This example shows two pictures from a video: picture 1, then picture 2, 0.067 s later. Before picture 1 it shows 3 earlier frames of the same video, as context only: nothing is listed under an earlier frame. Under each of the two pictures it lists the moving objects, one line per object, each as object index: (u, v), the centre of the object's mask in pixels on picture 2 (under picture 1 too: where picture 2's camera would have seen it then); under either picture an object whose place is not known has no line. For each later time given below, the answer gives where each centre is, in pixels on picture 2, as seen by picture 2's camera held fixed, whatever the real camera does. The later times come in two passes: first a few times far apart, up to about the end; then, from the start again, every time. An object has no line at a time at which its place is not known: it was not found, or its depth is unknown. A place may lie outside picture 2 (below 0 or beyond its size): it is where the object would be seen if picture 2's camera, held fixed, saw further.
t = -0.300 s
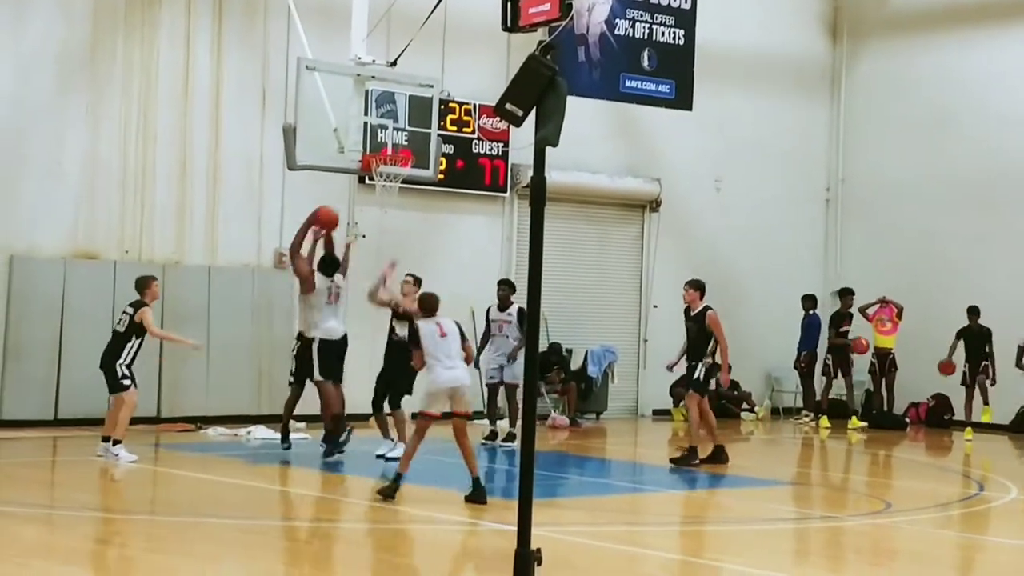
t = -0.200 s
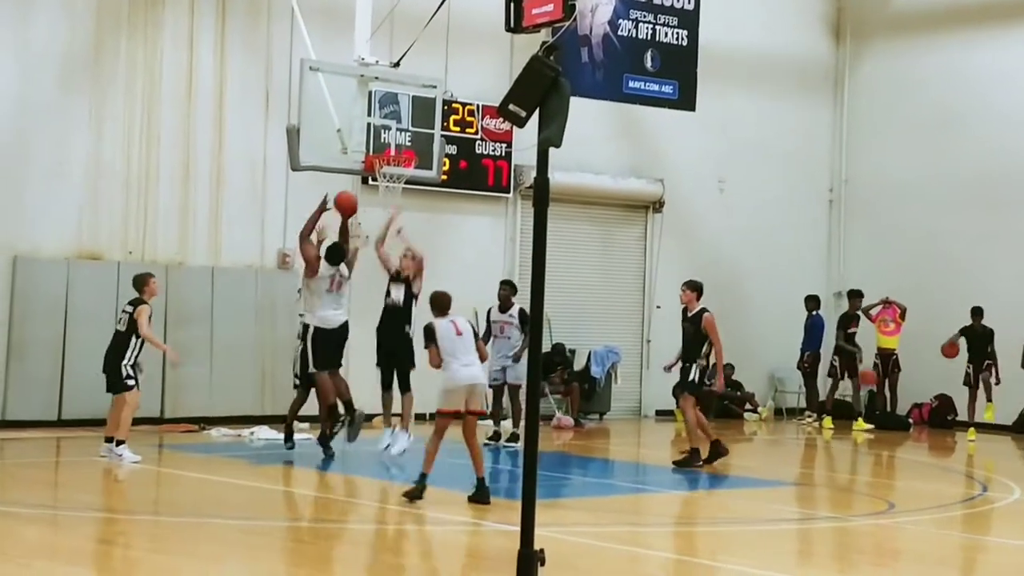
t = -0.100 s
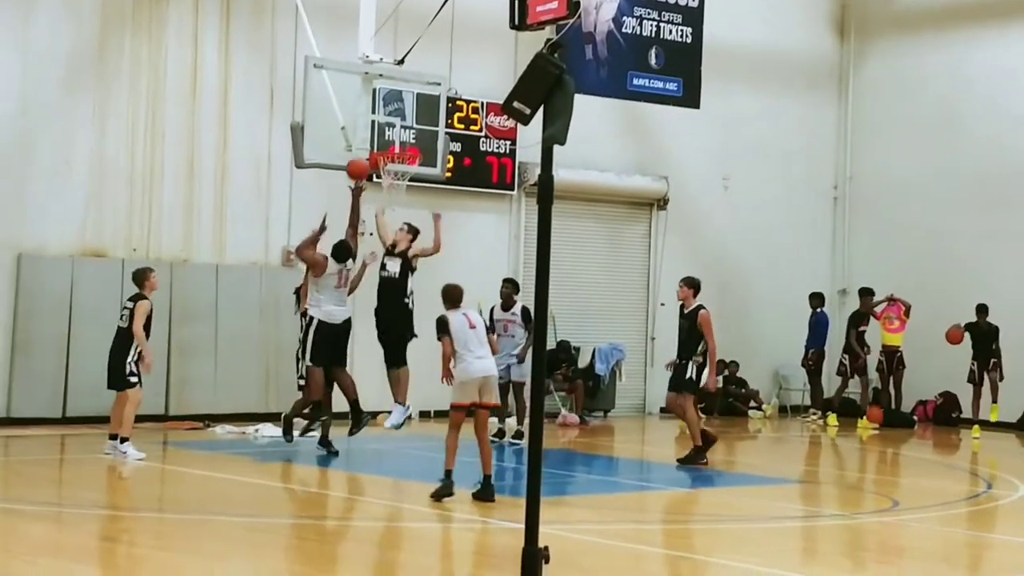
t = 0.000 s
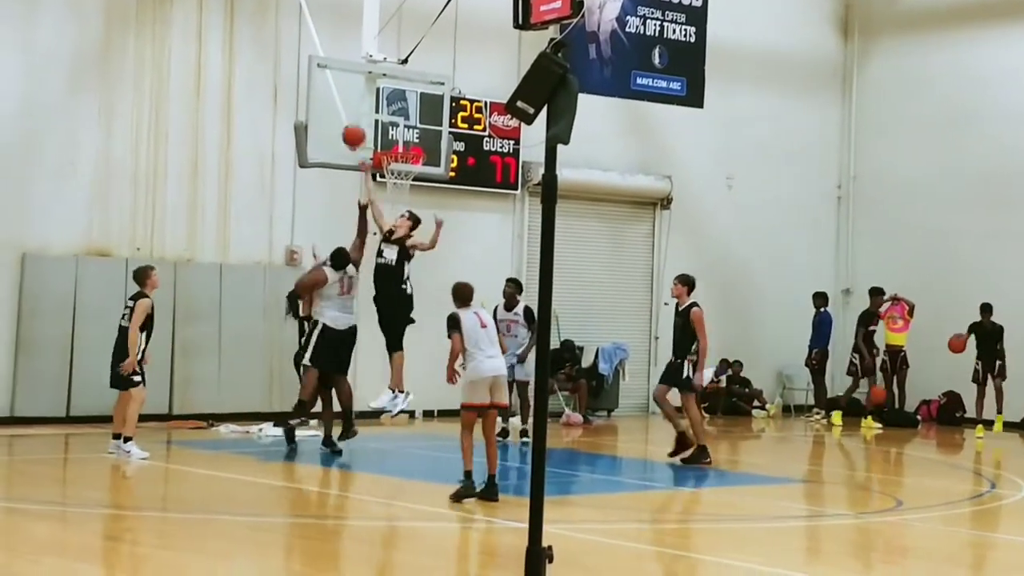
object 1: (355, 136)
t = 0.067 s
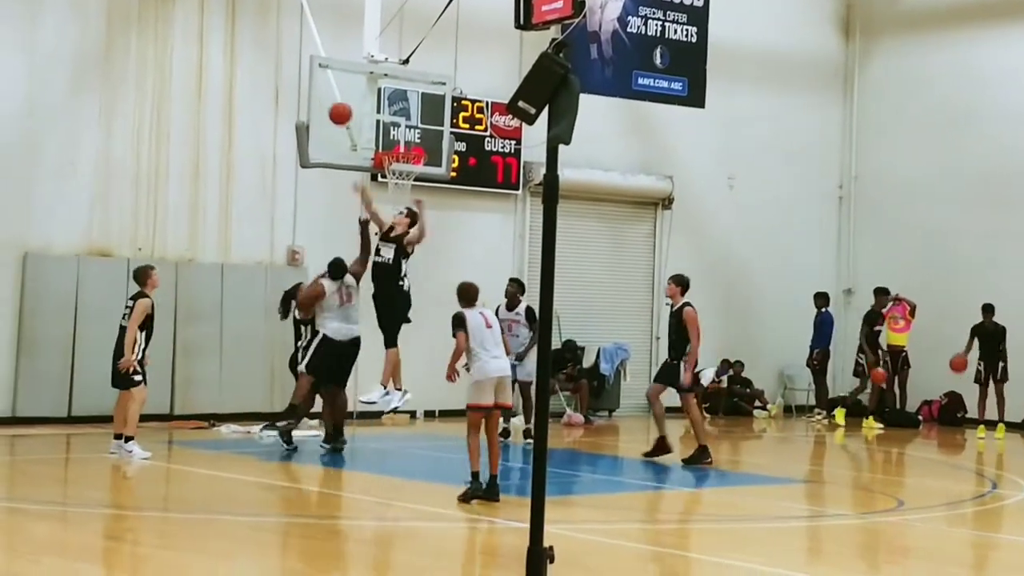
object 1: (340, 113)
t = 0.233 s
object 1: (302, 75)
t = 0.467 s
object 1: (247, 66)
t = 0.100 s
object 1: (333, 103)
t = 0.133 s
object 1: (326, 95)
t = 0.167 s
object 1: (318, 87)
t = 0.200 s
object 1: (310, 80)
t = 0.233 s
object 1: (302, 75)
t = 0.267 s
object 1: (295, 70)
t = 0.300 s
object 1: (287, 67)
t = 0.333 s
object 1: (279, 64)
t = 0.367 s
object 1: (271, 63)
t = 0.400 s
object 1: (263, 63)
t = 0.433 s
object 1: (256, 64)
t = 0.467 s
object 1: (247, 66)
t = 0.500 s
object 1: (239, 69)
